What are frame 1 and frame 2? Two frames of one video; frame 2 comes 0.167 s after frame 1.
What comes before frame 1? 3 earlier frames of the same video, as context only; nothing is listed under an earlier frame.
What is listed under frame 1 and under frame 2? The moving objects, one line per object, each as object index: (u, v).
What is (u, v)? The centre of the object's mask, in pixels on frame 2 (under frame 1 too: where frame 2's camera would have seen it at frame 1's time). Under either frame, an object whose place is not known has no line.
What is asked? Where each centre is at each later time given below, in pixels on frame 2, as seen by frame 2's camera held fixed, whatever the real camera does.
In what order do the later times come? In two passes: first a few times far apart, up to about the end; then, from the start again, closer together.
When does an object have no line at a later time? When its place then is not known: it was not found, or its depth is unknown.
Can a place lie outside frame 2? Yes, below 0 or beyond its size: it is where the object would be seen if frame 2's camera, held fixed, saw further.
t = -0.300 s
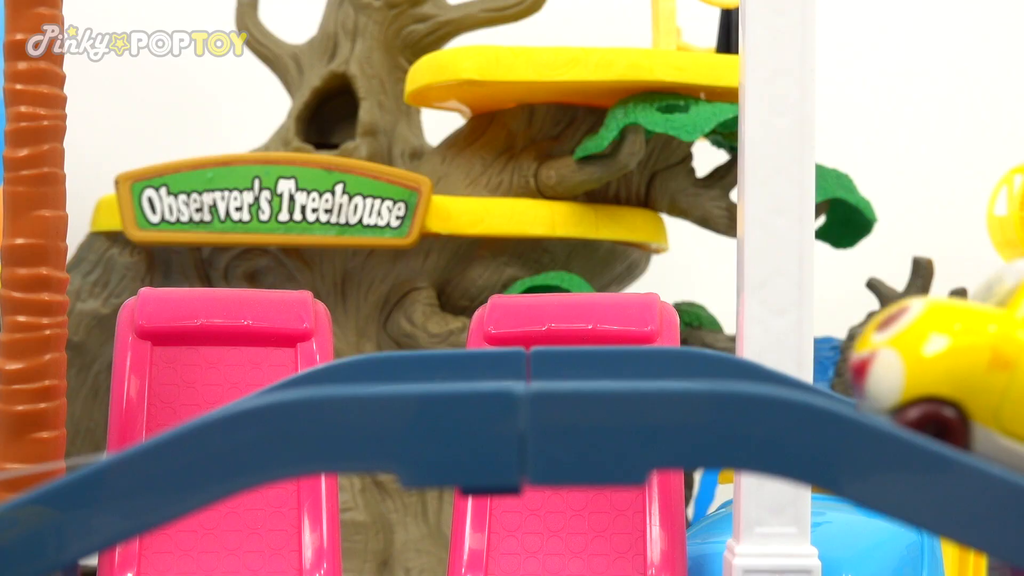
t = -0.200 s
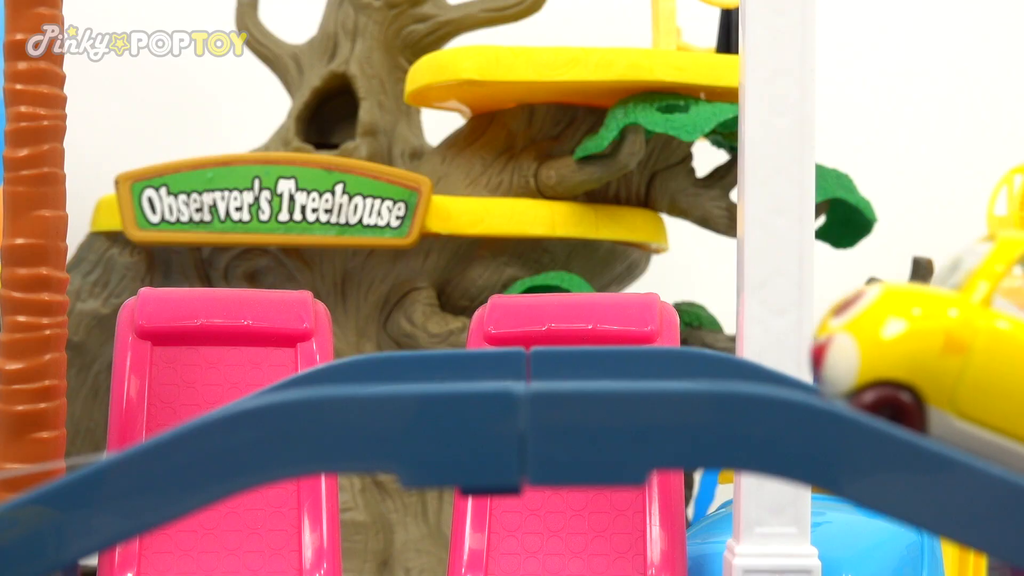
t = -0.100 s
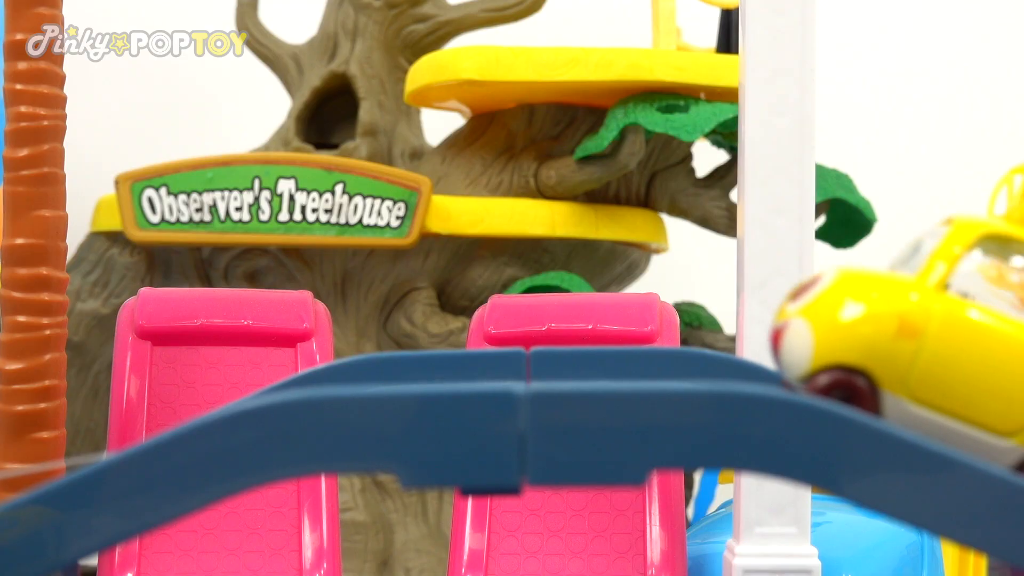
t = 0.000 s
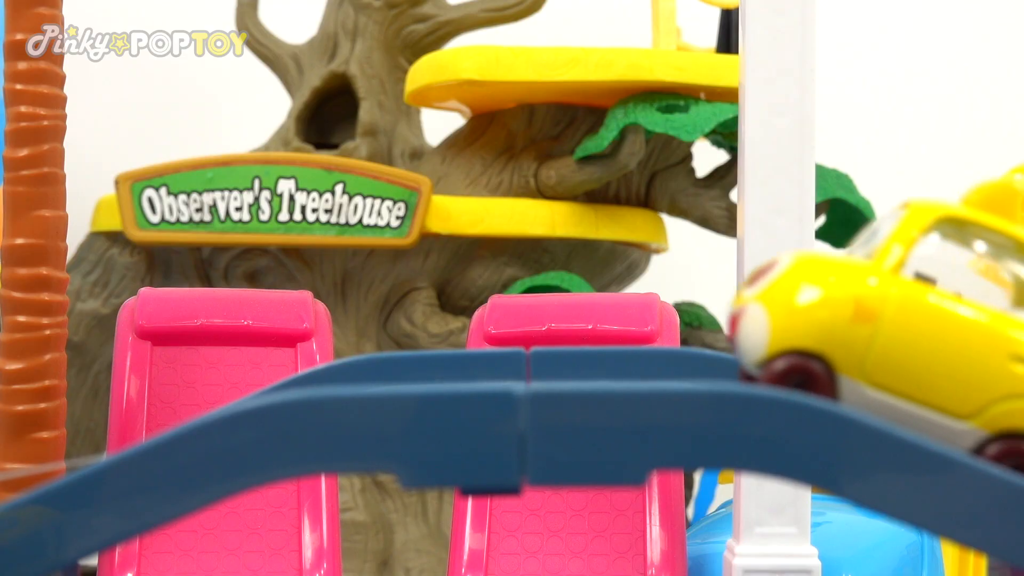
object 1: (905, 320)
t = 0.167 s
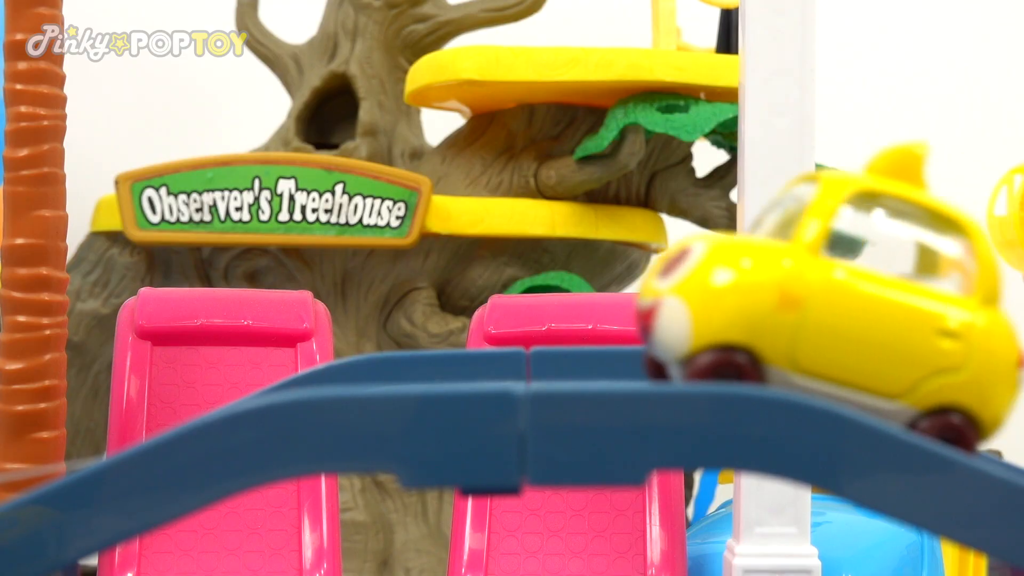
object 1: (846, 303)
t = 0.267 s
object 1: (790, 291)
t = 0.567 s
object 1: (659, 274)
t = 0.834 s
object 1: (609, 273)
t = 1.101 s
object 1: (596, 273)
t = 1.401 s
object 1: (591, 273)
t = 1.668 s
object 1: (591, 273)
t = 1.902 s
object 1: (584, 272)
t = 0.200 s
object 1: (827, 298)
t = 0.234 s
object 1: (807, 295)
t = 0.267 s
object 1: (790, 291)
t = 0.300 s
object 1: (773, 288)
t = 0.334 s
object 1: (755, 285)
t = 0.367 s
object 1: (739, 282)
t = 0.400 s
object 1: (721, 279)
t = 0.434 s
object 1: (703, 277)
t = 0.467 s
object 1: (687, 276)
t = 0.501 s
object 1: (677, 275)
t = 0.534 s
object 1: (668, 274)
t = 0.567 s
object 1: (659, 274)
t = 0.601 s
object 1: (652, 274)
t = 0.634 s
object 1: (646, 273)
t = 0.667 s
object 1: (641, 273)
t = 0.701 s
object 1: (637, 273)
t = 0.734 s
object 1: (631, 273)
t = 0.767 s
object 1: (623, 273)
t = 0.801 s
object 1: (617, 273)
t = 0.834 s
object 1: (609, 273)
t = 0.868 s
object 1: (600, 273)
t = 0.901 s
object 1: (596, 273)
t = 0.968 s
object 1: (596, 273)
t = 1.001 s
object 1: (596, 273)
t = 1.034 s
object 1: (596, 273)
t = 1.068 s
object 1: (596, 273)
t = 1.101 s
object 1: (596, 273)
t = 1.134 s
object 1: (596, 273)
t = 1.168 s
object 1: (592, 273)
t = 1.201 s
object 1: (590, 273)
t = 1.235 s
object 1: (591, 273)
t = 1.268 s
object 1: (591, 273)
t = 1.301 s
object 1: (591, 273)
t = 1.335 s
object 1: (591, 273)
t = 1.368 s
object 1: (590, 273)
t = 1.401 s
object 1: (591, 273)
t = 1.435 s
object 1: (591, 273)
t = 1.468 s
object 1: (591, 273)
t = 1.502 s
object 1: (591, 273)
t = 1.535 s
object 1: (591, 273)
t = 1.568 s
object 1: (591, 273)
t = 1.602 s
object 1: (591, 273)
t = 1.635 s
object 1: (591, 273)
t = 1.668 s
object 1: (591, 273)
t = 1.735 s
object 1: (591, 273)
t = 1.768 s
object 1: (591, 273)
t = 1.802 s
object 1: (590, 273)
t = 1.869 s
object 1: (588, 273)
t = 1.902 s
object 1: (584, 272)
